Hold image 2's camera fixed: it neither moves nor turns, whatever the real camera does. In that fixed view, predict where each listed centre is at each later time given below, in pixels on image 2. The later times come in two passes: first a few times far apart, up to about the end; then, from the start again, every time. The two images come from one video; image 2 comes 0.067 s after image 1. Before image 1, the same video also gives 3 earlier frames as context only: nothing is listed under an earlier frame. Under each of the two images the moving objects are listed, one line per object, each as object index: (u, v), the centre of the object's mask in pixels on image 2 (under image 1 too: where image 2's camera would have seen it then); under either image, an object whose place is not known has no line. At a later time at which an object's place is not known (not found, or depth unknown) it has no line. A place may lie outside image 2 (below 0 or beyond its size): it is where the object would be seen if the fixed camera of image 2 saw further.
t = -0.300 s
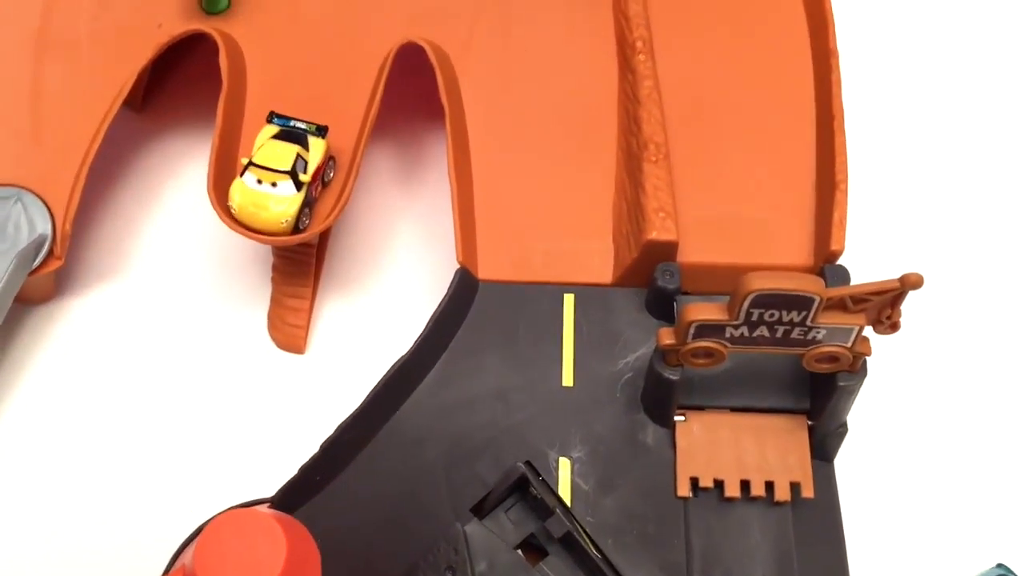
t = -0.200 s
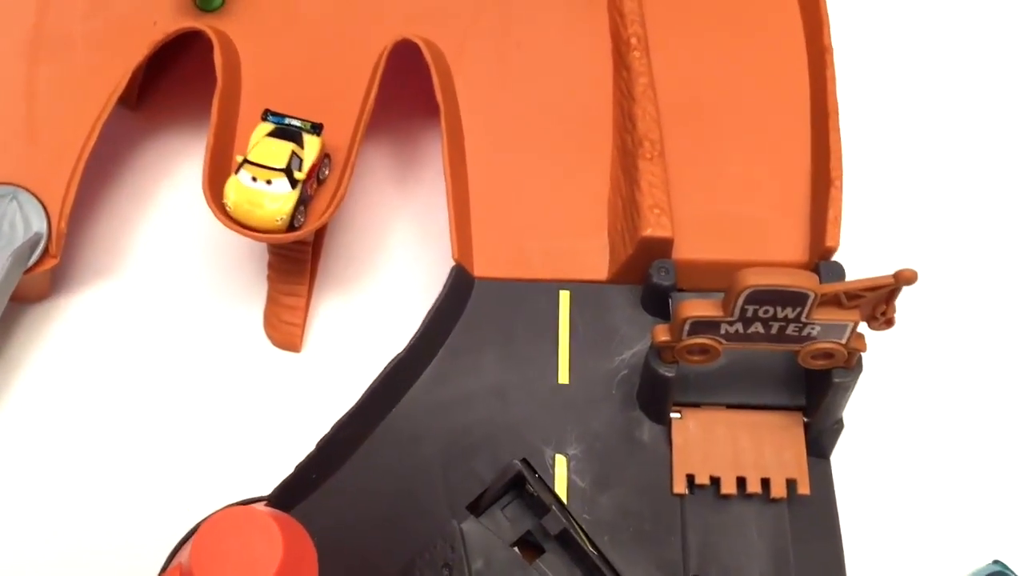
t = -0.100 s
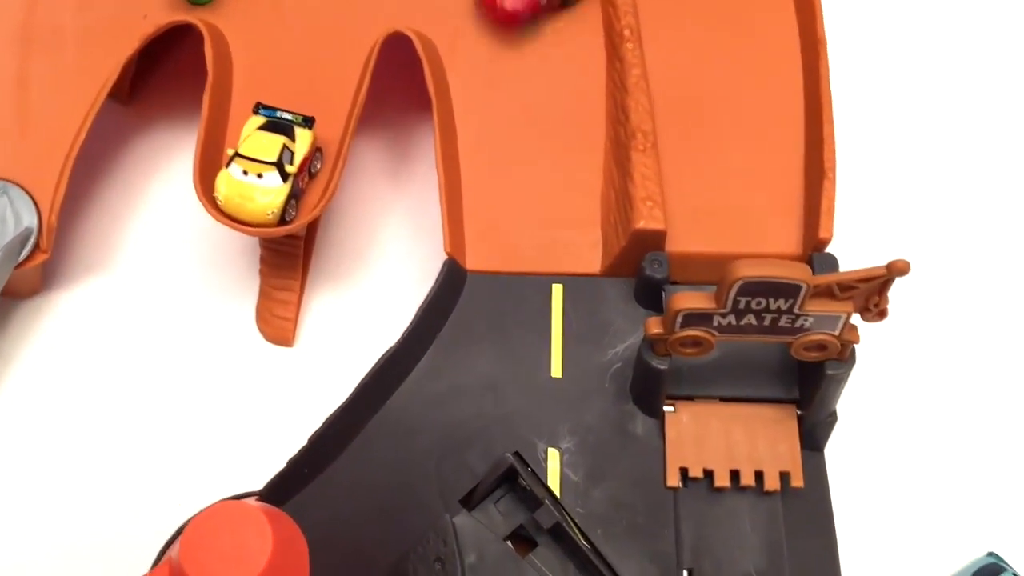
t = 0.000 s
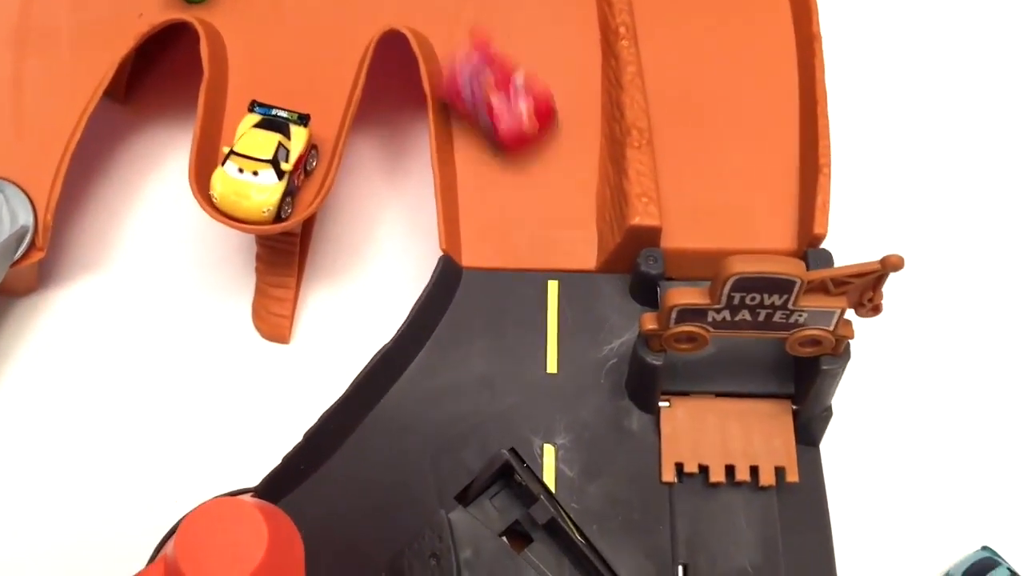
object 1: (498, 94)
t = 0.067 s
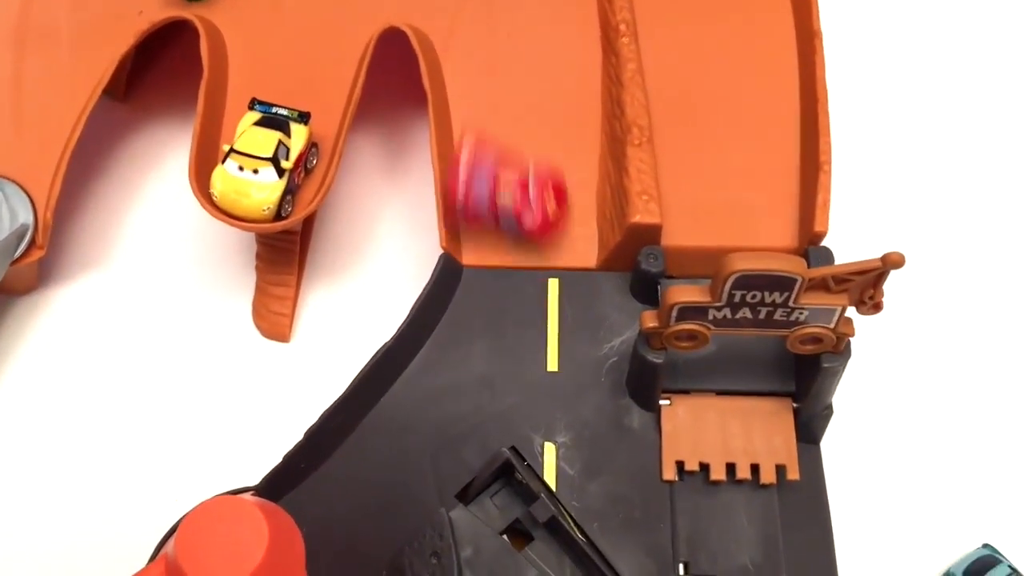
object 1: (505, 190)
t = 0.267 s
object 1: (558, 427)
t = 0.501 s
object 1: (762, 553)
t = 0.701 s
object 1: (852, 542)
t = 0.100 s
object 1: (509, 249)
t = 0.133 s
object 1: (514, 302)
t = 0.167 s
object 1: (522, 352)
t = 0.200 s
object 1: (531, 397)
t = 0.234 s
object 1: (542, 419)
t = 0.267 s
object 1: (558, 427)
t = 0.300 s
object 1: (579, 442)
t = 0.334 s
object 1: (603, 458)
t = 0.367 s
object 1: (634, 477)
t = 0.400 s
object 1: (668, 502)
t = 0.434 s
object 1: (695, 530)
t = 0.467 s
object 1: (731, 547)
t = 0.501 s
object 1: (762, 553)
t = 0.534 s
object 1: (766, 553)
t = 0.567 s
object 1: (772, 548)
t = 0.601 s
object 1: (783, 543)
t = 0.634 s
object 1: (806, 539)
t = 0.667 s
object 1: (836, 539)
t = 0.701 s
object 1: (852, 542)
